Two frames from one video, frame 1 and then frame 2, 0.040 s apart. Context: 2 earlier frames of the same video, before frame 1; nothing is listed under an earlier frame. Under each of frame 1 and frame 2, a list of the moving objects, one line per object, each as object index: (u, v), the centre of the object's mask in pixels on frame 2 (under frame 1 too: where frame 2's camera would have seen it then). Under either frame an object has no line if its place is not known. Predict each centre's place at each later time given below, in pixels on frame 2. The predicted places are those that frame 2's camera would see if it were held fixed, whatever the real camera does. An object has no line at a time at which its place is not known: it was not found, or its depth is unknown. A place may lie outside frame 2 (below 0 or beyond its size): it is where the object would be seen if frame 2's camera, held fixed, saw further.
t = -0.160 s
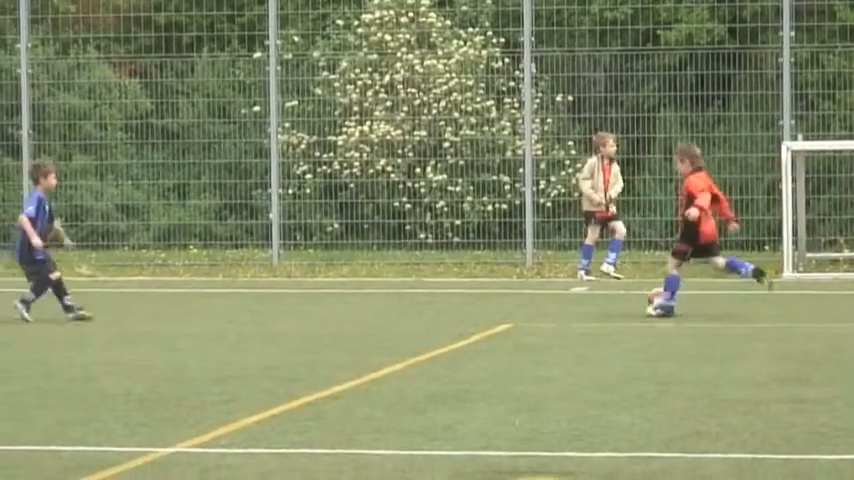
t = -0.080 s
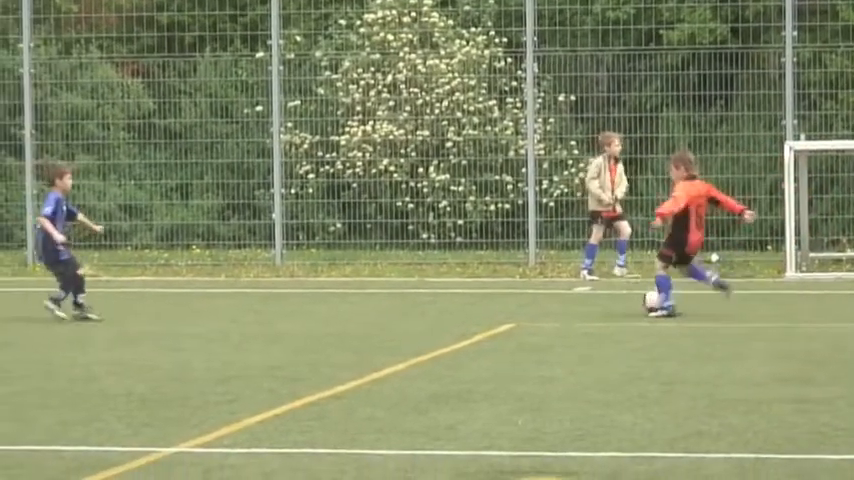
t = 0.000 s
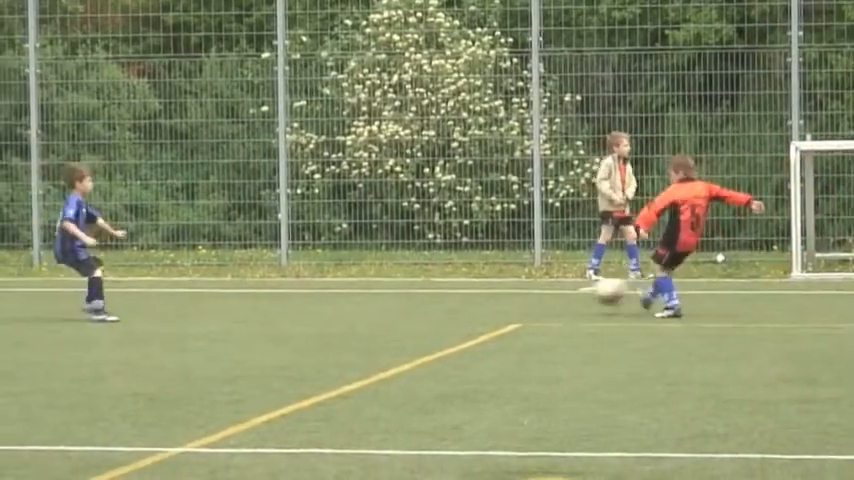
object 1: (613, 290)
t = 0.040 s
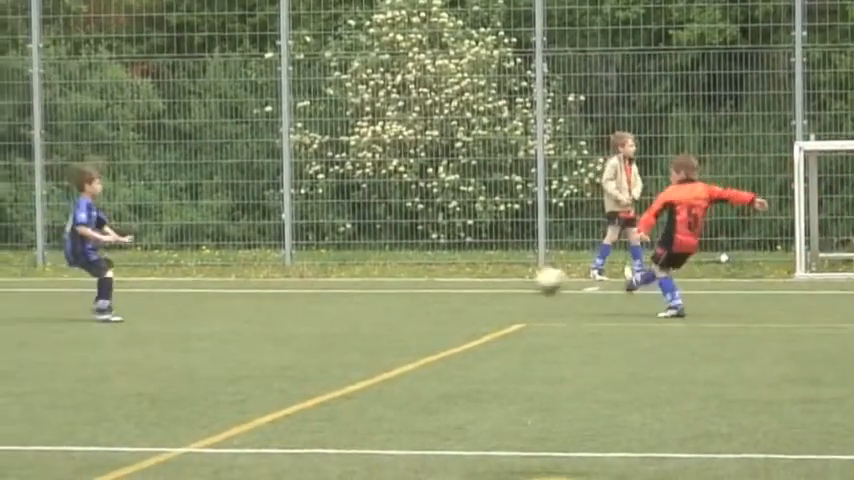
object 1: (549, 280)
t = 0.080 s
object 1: (487, 271)
